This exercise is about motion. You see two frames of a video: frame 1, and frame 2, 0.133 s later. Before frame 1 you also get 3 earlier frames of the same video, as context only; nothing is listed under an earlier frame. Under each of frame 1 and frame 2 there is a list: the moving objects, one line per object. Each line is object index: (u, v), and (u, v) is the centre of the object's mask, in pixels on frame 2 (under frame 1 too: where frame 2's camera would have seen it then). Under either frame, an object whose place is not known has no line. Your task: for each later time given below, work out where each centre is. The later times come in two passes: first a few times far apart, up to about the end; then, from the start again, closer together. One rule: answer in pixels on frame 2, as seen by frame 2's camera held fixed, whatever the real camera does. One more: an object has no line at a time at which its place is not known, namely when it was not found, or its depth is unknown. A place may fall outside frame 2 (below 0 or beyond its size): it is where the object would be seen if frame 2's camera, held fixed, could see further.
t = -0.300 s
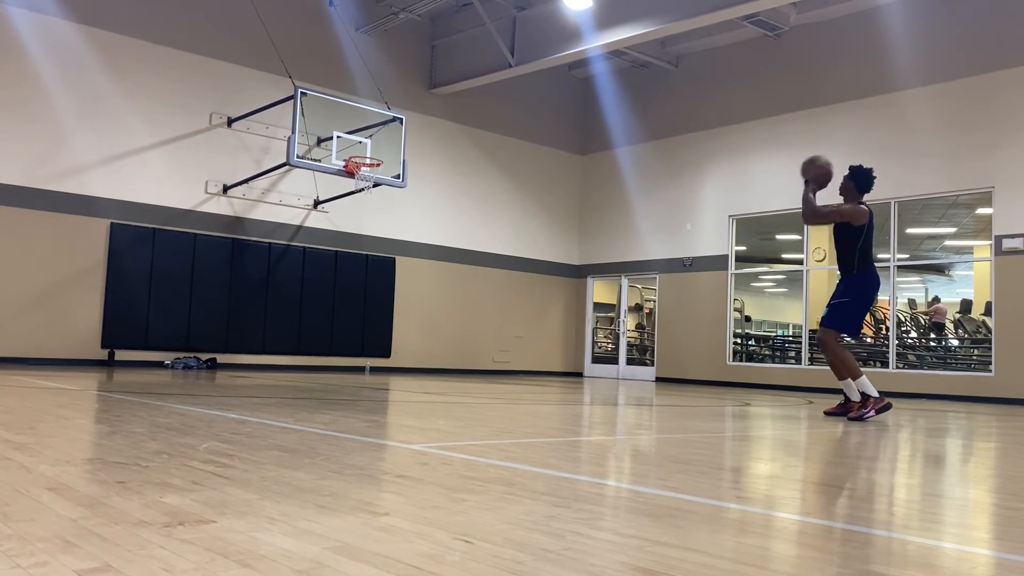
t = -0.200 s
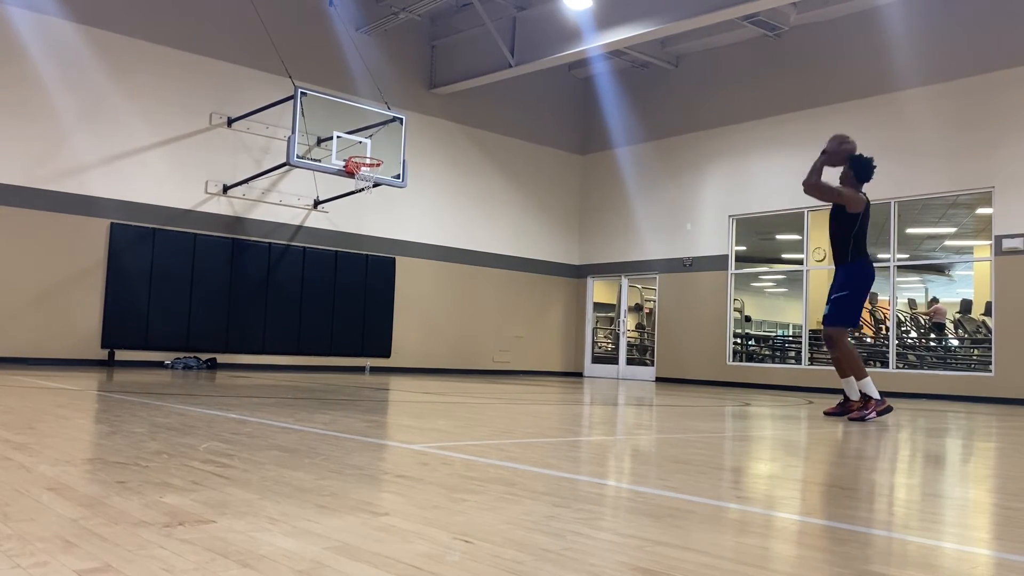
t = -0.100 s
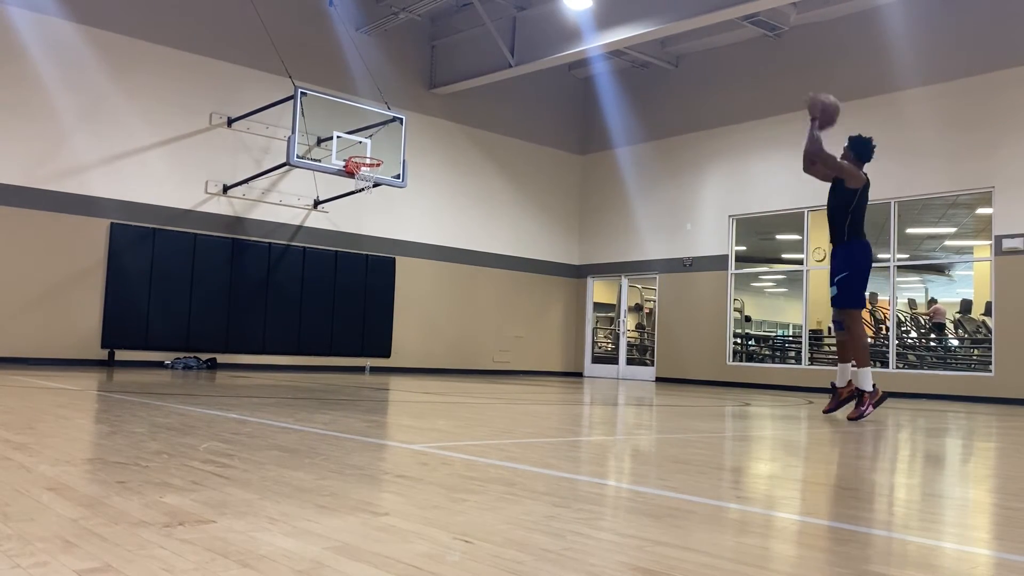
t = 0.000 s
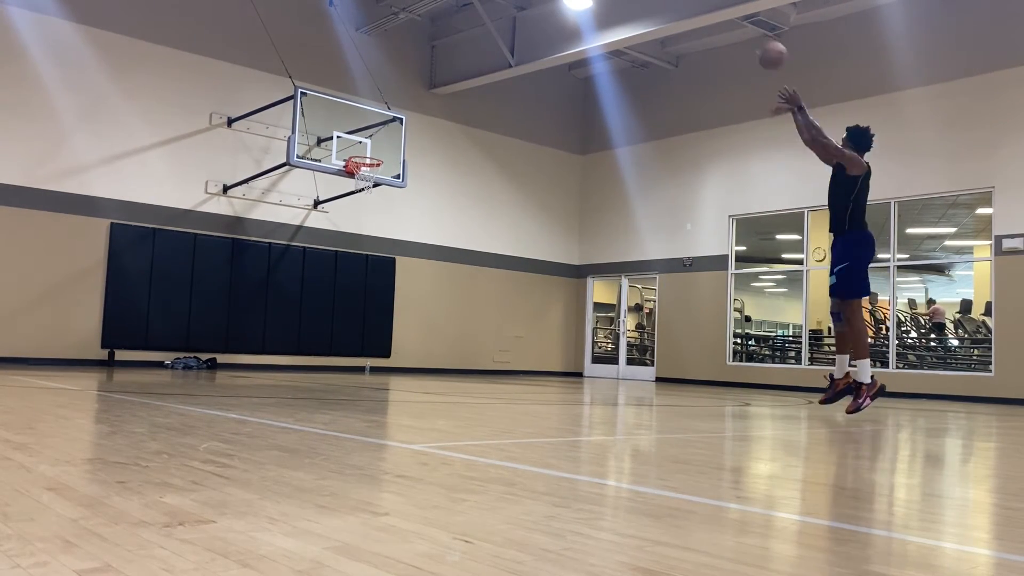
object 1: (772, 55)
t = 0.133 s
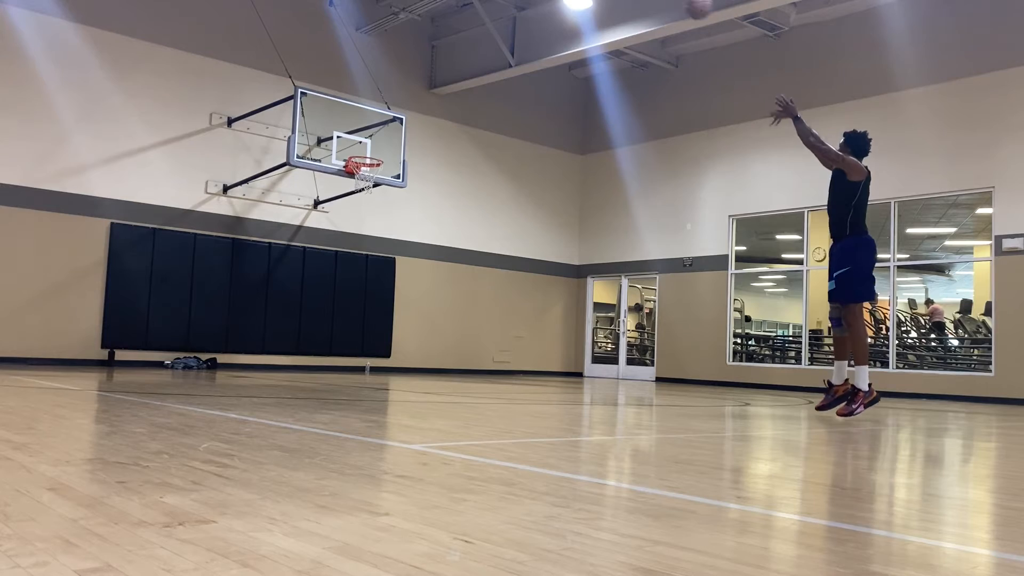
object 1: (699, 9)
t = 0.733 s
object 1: (474, 13)
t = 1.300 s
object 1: (361, 203)
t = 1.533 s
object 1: (356, 312)
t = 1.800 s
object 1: (366, 292)
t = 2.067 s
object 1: (386, 207)
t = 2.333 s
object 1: (405, 174)
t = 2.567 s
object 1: (421, 196)
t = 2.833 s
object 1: (438, 290)
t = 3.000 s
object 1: (448, 374)
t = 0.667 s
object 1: (494, 4)
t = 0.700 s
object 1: (484, 7)
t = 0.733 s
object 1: (474, 13)
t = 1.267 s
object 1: (361, 192)
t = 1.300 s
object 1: (361, 203)
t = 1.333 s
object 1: (360, 215)
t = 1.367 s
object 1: (360, 229)
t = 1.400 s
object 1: (359, 244)
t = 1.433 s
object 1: (359, 260)
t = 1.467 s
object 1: (358, 275)
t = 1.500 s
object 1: (357, 293)
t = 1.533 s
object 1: (356, 312)
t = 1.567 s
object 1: (355, 331)
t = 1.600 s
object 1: (354, 351)
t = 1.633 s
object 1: (353, 370)
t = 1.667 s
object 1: (356, 353)
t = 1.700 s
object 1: (358, 337)
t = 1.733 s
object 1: (361, 322)
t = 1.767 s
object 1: (364, 307)
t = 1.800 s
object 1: (366, 292)
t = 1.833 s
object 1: (369, 279)
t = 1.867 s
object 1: (371, 266)
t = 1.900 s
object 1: (374, 255)
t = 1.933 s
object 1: (377, 243)
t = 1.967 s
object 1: (379, 233)
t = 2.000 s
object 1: (382, 224)
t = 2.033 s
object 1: (384, 215)
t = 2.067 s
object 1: (386, 207)
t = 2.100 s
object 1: (389, 200)
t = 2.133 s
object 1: (391, 194)
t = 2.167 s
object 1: (394, 188)
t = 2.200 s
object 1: (396, 183)
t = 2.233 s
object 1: (398, 180)
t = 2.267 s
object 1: (401, 177)
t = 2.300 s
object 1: (403, 175)
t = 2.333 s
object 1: (405, 174)
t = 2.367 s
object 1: (408, 174)
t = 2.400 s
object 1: (410, 175)
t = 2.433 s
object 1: (412, 177)
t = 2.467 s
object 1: (415, 180)
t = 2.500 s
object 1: (417, 184)
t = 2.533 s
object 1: (419, 189)
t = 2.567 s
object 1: (421, 196)
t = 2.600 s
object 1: (423, 203)
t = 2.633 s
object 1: (426, 212)
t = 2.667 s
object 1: (428, 222)
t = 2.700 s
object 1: (430, 233)
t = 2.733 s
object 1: (432, 245)
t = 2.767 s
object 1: (434, 259)
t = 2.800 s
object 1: (436, 274)
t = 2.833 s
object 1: (438, 290)
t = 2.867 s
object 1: (440, 309)
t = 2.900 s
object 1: (442, 328)
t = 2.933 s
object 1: (444, 349)
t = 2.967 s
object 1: (445, 372)
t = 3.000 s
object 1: (448, 374)
